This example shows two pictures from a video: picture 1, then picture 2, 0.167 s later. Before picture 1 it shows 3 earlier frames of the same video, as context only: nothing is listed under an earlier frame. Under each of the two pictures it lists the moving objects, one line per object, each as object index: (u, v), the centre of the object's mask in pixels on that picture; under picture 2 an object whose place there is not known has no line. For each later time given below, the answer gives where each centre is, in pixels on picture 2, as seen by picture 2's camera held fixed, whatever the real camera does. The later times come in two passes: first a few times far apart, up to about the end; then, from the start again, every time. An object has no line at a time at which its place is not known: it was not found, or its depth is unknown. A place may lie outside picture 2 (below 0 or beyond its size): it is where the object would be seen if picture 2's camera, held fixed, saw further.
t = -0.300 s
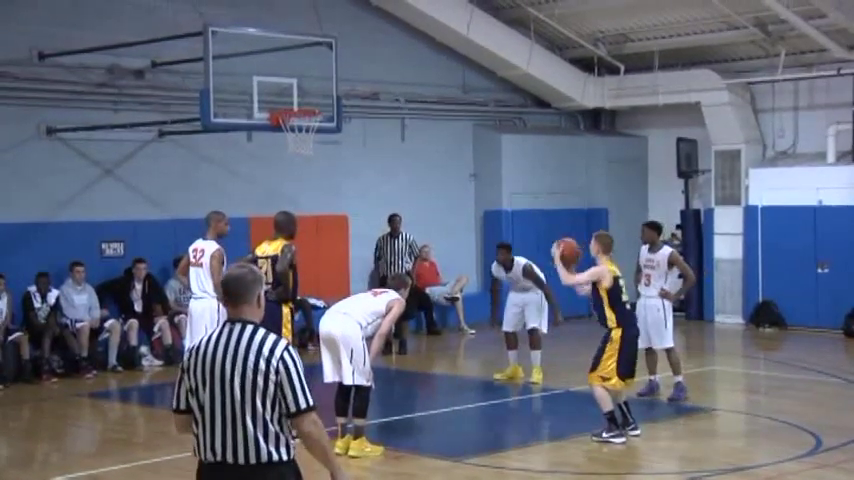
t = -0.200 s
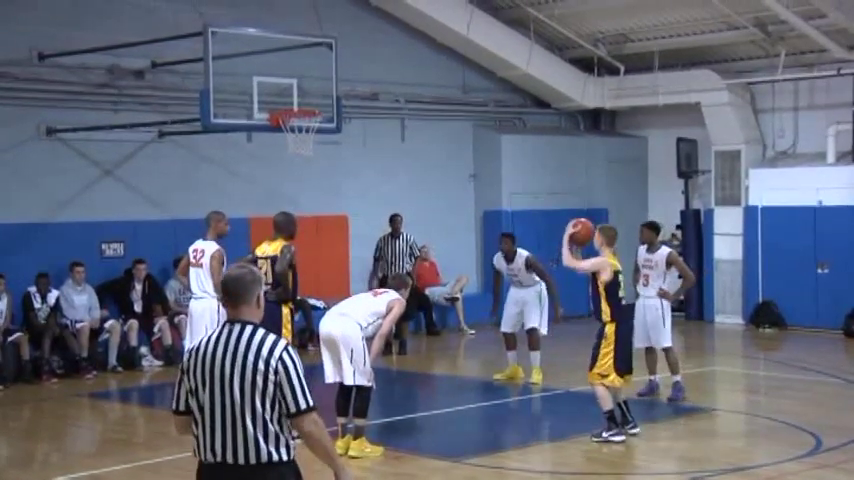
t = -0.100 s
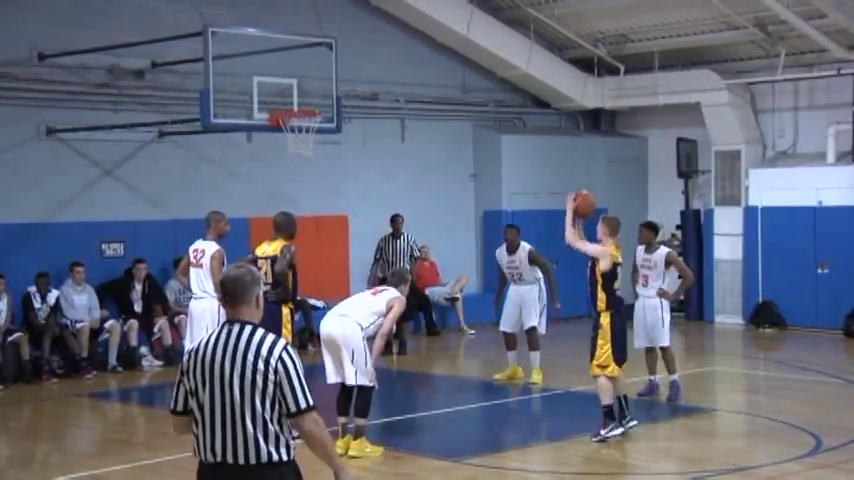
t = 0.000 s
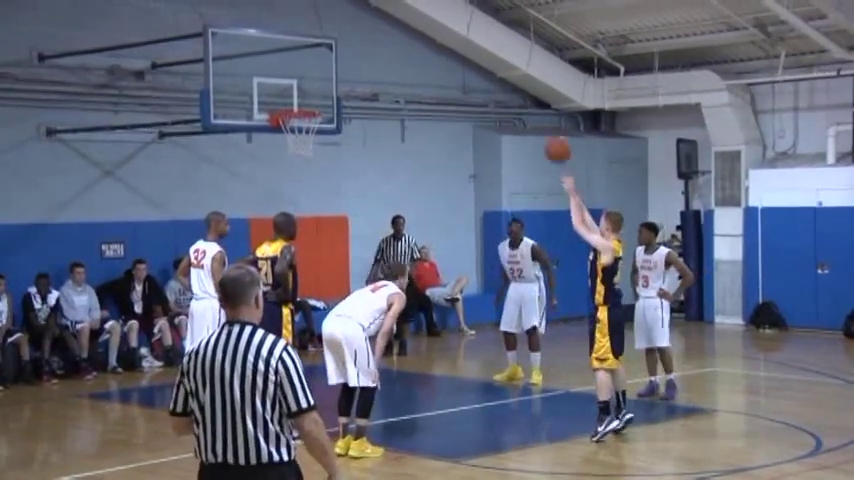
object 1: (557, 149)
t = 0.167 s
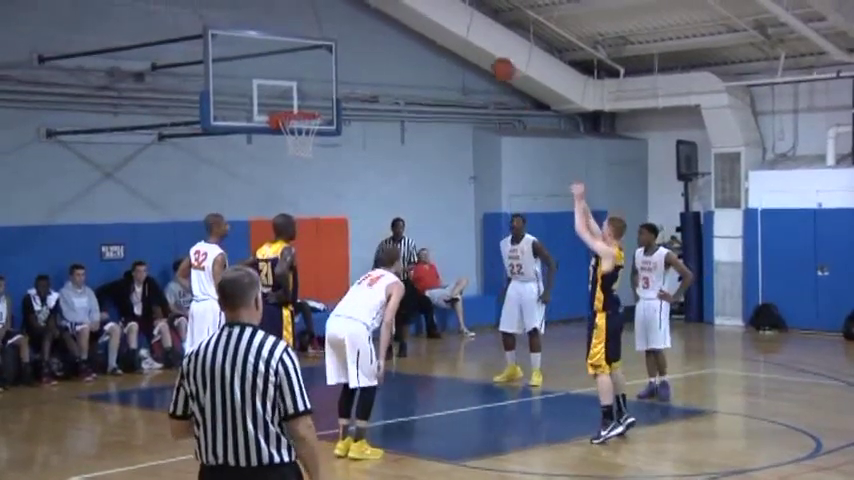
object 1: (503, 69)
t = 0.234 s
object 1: (482, 47)
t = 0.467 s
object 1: (416, 7)
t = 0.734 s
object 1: (350, 28)
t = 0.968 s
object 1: (299, 95)
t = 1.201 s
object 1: (289, 43)
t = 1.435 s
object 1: (285, 11)
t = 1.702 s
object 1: (282, 35)
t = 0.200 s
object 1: (492, 58)
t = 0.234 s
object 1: (482, 47)
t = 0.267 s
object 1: (472, 37)
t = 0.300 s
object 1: (462, 30)
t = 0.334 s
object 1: (452, 23)
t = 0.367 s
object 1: (443, 17)
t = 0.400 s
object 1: (434, 12)
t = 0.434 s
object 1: (425, 9)
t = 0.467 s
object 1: (416, 7)
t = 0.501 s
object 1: (407, 6)
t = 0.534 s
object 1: (398, 6)
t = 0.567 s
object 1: (390, 6)
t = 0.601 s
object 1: (381, 8)
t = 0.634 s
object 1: (373, 12)
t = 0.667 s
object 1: (366, 16)
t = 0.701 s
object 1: (357, 21)
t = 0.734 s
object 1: (350, 28)
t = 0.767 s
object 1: (342, 34)
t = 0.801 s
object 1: (334, 43)
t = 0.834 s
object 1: (327, 51)
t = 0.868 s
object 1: (320, 61)
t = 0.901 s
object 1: (313, 71)
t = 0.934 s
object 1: (306, 83)
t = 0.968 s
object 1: (299, 95)
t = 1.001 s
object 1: (293, 108)
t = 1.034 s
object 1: (292, 96)
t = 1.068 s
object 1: (292, 83)
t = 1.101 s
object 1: (291, 72)
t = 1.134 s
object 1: (290, 61)
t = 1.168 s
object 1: (290, 52)
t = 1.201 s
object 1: (289, 43)
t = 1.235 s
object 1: (288, 36)
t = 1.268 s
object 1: (288, 29)
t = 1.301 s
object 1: (287, 24)
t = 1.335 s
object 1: (286, 18)
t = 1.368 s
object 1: (286, 15)
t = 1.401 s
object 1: (286, 12)
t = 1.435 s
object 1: (285, 11)
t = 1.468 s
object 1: (285, 10)
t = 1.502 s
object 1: (285, 11)
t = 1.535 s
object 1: (284, 12)
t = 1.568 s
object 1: (284, 14)
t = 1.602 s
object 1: (284, 18)
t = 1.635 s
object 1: (283, 23)
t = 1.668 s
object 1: (283, 28)
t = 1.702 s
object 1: (282, 35)
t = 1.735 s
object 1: (282, 43)
